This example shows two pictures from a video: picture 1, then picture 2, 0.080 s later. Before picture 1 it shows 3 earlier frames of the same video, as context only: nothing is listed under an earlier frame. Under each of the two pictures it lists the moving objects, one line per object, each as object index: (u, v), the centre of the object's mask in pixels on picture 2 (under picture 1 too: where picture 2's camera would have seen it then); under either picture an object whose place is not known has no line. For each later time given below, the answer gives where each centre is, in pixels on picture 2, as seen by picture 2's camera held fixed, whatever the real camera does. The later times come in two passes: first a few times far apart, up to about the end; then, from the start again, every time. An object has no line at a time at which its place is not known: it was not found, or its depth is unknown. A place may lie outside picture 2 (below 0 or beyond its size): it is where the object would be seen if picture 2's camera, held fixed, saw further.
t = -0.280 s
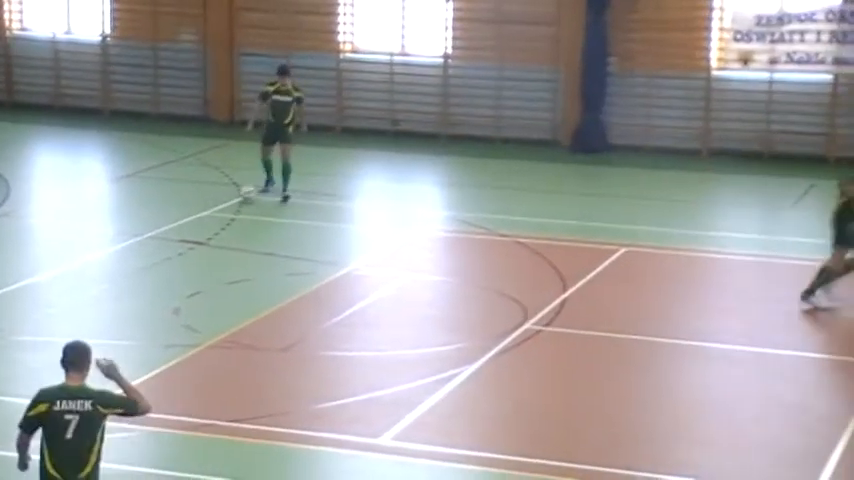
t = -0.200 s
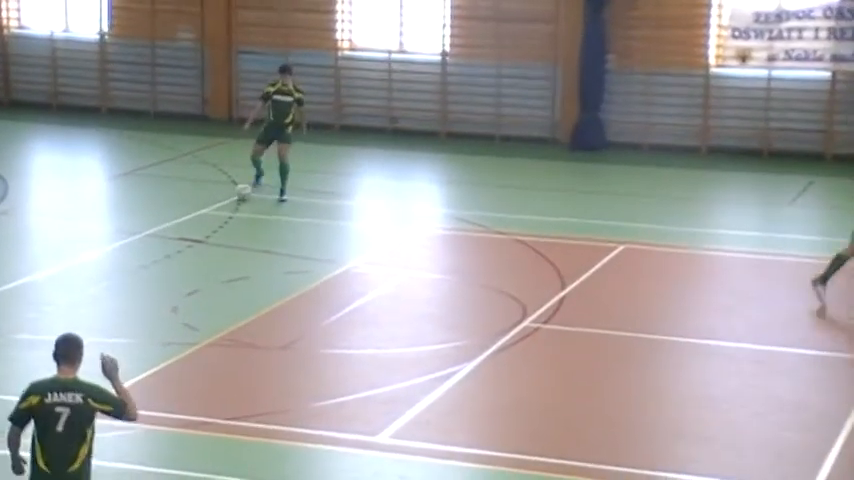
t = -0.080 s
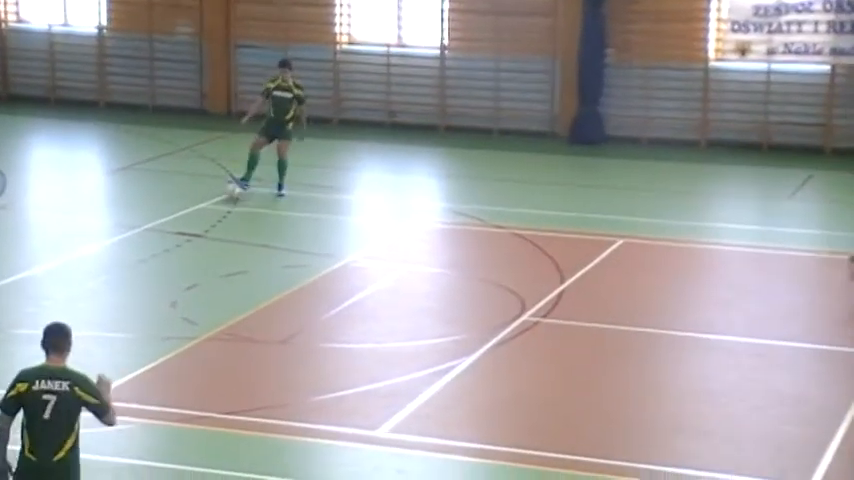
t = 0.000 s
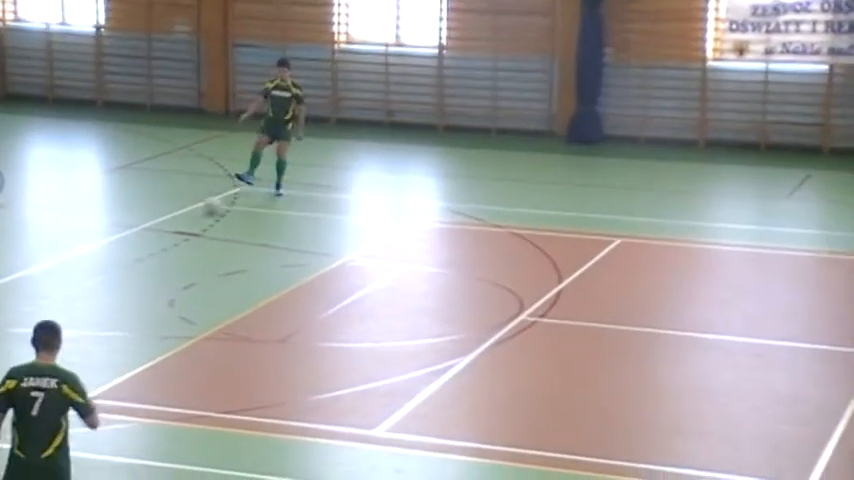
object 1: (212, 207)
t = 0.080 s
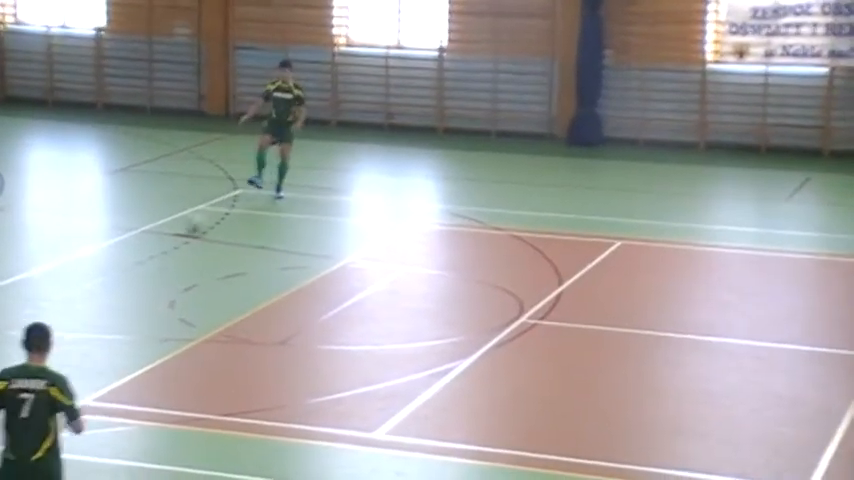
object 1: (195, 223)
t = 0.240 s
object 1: (157, 251)
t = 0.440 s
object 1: (109, 289)
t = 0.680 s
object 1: (47, 333)
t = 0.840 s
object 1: (5, 367)
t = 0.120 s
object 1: (186, 229)
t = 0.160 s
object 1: (177, 237)
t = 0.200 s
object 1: (167, 244)
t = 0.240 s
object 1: (157, 251)
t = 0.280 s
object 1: (146, 261)
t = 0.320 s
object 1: (137, 268)
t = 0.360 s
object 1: (127, 275)
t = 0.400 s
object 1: (118, 281)
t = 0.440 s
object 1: (109, 289)
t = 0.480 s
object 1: (98, 296)
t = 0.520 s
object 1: (88, 304)
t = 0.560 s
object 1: (79, 311)
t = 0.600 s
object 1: (68, 318)
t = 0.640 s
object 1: (58, 326)
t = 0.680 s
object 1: (47, 333)
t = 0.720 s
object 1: (38, 342)
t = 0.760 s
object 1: (27, 350)
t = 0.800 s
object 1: (15, 358)
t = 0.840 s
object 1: (5, 367)
